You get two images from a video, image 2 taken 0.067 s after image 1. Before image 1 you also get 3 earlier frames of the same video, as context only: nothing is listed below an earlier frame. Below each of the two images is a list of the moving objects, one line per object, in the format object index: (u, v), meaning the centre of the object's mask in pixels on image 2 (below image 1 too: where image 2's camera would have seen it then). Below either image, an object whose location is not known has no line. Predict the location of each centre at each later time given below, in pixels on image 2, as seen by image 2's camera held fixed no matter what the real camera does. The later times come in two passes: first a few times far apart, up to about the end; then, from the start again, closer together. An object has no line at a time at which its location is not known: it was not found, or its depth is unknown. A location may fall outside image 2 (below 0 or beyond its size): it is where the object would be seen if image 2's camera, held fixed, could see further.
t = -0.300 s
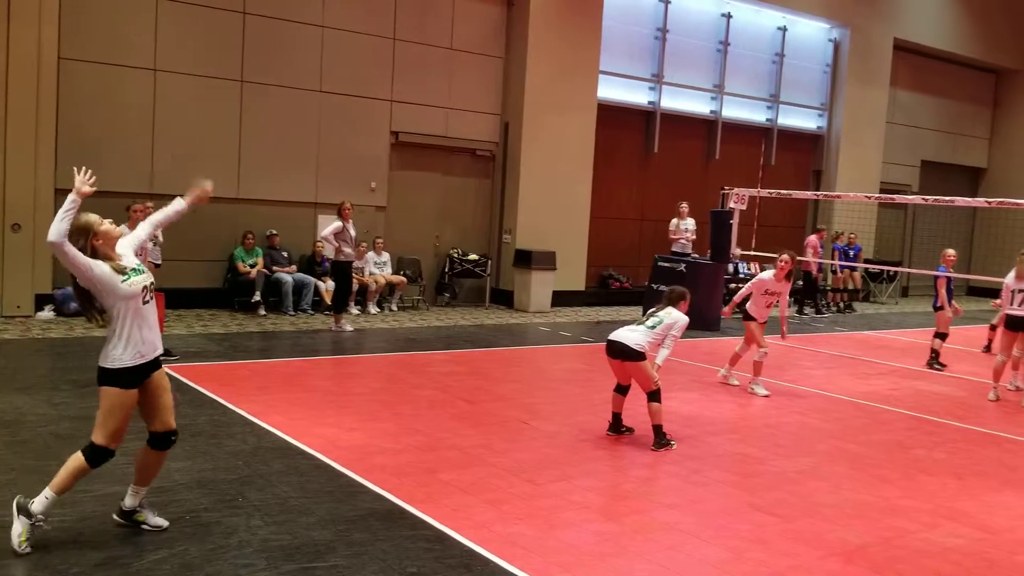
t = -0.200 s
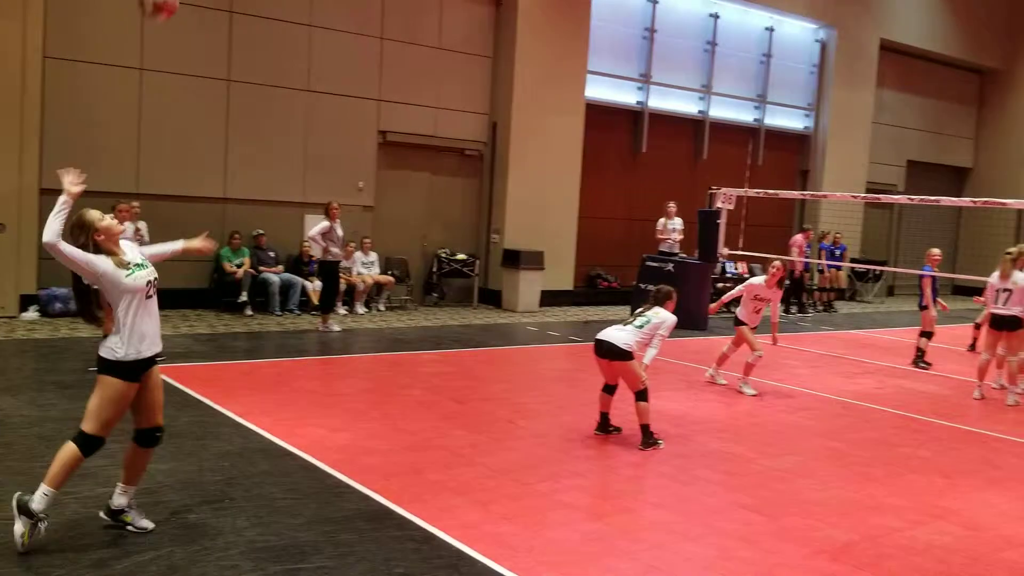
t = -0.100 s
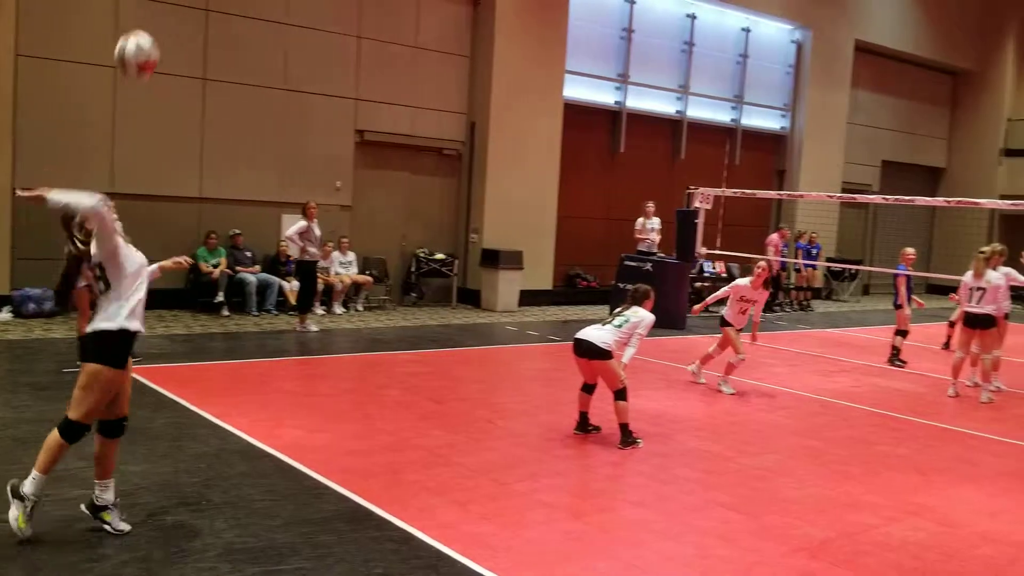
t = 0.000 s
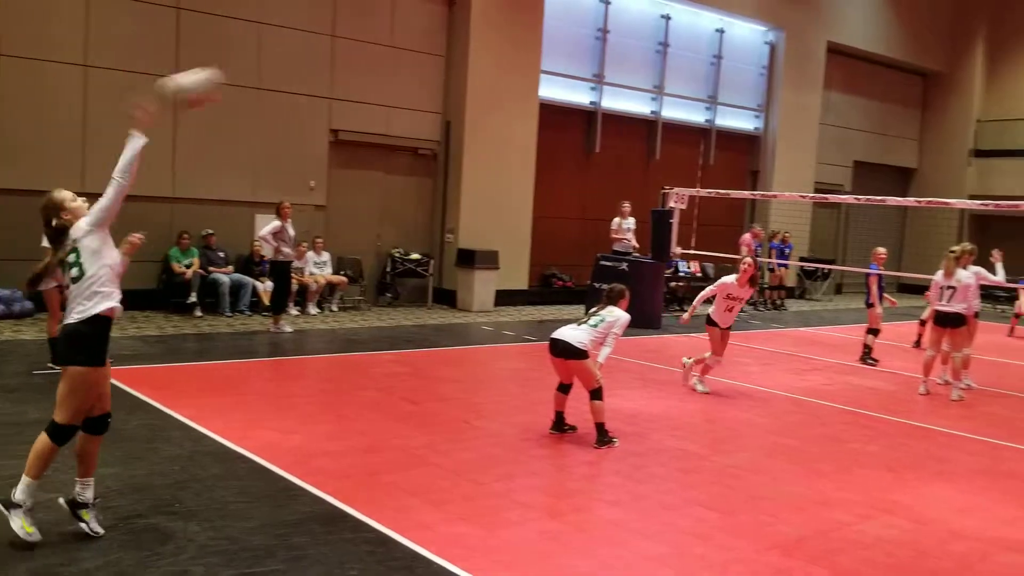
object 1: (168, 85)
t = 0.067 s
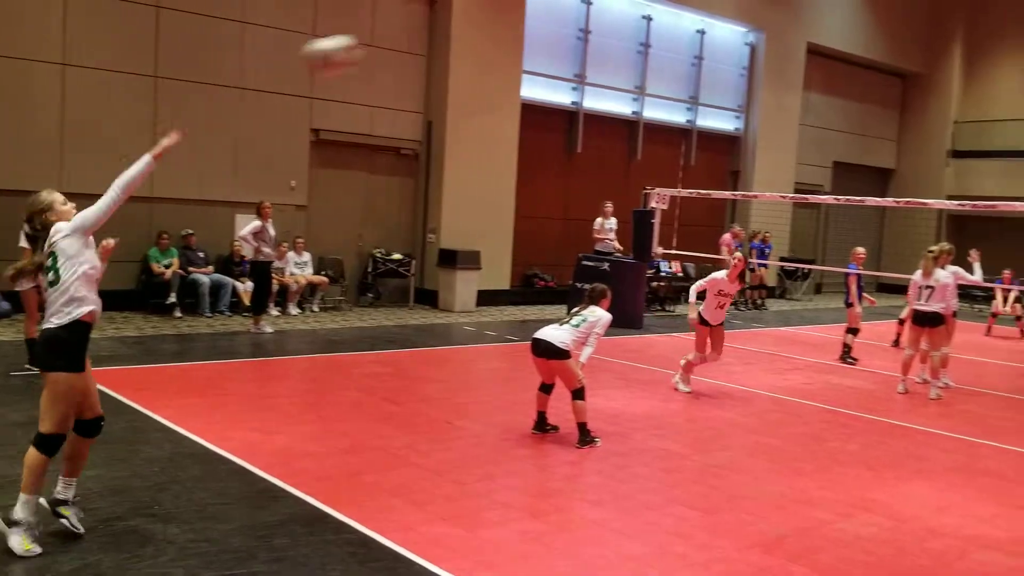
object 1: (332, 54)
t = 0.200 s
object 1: (581, 19)
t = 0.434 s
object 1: (883, 15)
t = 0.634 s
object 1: (1067, 53)
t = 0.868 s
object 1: (1223, 137)
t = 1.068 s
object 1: (1323, 230)
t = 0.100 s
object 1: (406, 40)
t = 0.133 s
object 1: (469, 31)
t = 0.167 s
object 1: (524, 23)
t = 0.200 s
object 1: (581, 19)
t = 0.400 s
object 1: (847, 12)
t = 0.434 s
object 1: (883, 15)
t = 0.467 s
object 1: (918, 20)
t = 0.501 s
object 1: (951, 25)
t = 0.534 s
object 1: (983, 30)
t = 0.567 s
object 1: (1011, 37)
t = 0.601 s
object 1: (1040, 45)
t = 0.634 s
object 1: (1067, 53)
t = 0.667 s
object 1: (1092, 64)
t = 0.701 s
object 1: (1117, 75)
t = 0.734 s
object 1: (1141, 86)
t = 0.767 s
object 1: (1163, 97)
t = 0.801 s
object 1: (1185, 111)
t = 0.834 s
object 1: (1205, 124)
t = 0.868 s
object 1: (1223, 137)
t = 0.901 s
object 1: (1242, 151)
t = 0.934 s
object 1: (1260, 166)
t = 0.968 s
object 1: (1276, 181)
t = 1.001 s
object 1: (1292, 194)
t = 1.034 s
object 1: (1307, 218)
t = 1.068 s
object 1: (1323, 230)
